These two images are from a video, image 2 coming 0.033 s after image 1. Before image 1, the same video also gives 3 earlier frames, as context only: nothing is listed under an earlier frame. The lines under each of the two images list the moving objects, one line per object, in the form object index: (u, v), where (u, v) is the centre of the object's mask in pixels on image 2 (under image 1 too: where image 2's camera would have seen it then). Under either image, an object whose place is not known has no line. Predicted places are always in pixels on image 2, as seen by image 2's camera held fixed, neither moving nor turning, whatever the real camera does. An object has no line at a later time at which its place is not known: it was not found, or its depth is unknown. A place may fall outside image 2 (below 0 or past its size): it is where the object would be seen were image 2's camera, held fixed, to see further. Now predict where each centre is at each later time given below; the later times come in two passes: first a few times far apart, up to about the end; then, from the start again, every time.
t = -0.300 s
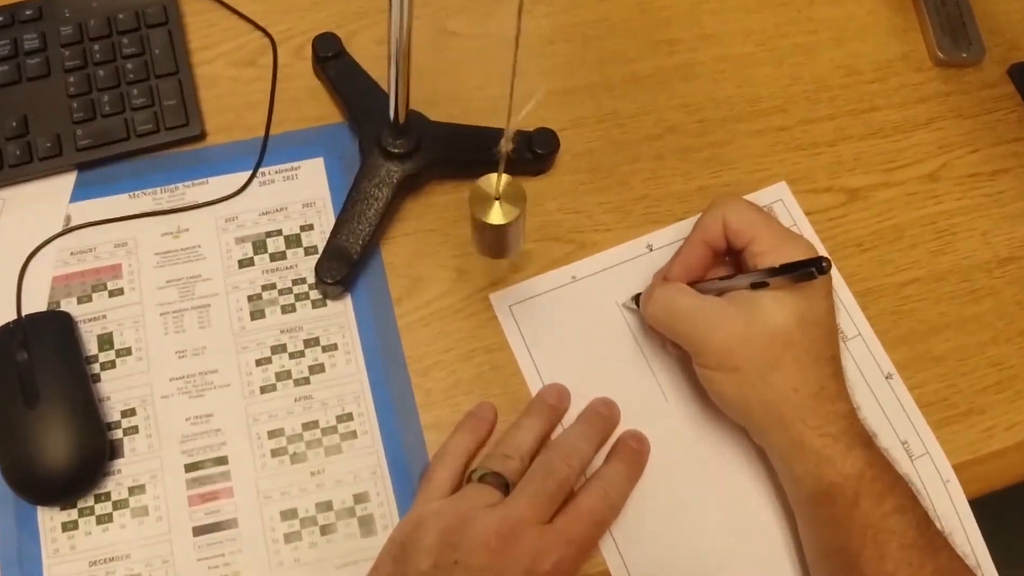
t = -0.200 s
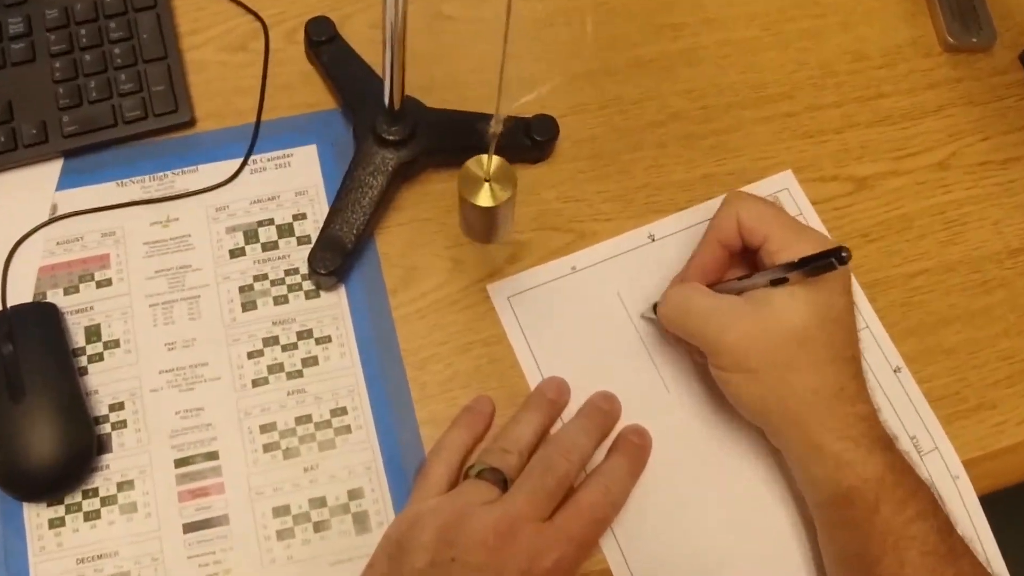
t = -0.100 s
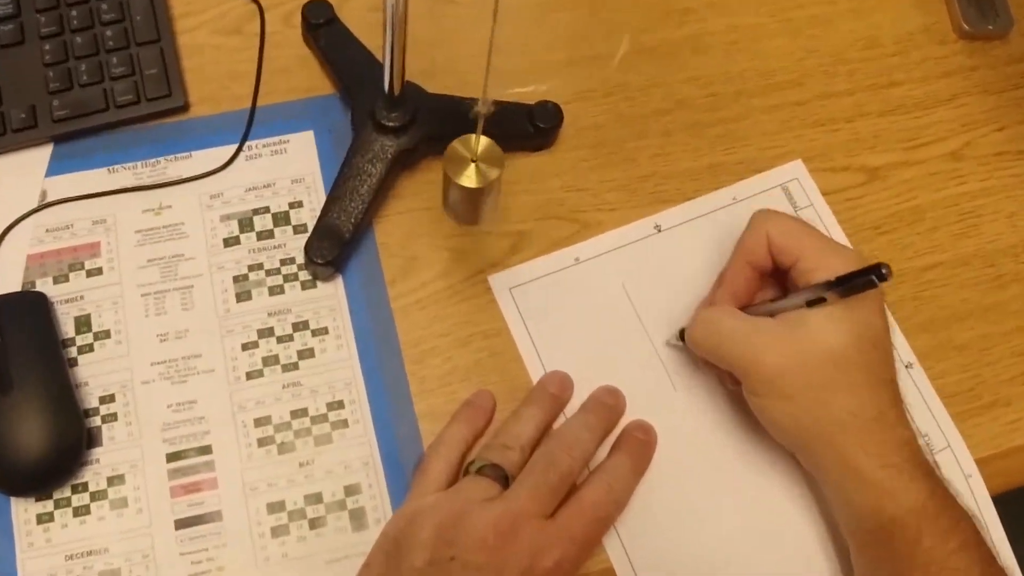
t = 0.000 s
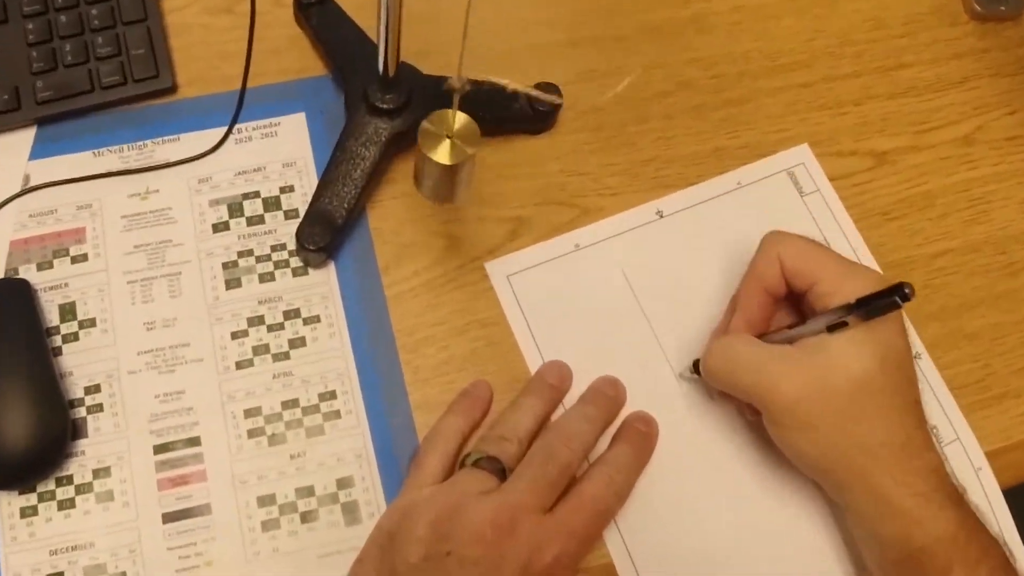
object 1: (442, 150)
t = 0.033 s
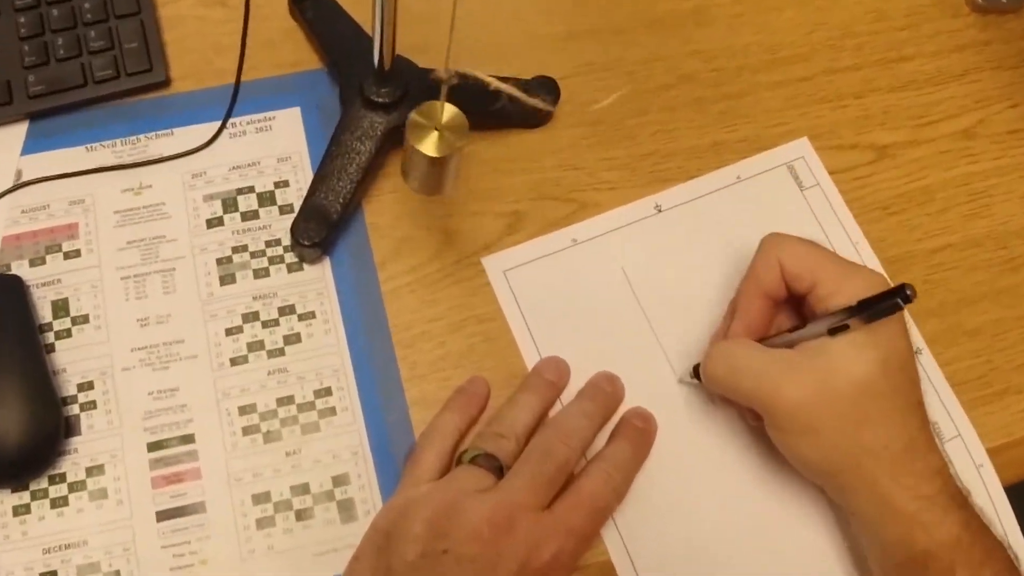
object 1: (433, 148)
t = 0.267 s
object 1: (388, 140)
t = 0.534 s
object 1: (401, 155)
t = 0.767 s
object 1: (454, 173)
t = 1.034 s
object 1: (494, 175)
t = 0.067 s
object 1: (425, 145)
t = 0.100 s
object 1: (417, 143)
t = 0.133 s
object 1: (410, 142)
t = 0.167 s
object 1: (404, 141)
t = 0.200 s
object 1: (397, 141)
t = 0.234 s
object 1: (394, 140)
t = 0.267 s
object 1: (388, 140)
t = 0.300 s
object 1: (388, 141)
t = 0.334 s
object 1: (388, 141)
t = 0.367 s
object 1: (385, 143)
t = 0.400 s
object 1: (387, 145)
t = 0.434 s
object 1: (389, 147)
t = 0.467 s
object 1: (392, 149)
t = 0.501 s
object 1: (397, 152)
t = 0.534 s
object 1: (401, 155)
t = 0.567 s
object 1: (408, 157)
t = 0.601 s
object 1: (414, 161)
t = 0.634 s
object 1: (422, 163)
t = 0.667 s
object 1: (430, 167)
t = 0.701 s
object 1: (438, 169)
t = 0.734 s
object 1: (445, 171)
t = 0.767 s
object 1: (454, 173)
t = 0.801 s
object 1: (462, 175)
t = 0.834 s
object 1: (469, 176)
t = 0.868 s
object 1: (476, 176)
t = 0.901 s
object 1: (481, 177)
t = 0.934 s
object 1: (486, 177)
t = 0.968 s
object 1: (490, 177)
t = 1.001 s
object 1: (492, 177)
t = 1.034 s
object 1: (494, 175)
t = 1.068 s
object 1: (494, 173)
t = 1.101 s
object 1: (493, 171)
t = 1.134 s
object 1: (491, 169)
